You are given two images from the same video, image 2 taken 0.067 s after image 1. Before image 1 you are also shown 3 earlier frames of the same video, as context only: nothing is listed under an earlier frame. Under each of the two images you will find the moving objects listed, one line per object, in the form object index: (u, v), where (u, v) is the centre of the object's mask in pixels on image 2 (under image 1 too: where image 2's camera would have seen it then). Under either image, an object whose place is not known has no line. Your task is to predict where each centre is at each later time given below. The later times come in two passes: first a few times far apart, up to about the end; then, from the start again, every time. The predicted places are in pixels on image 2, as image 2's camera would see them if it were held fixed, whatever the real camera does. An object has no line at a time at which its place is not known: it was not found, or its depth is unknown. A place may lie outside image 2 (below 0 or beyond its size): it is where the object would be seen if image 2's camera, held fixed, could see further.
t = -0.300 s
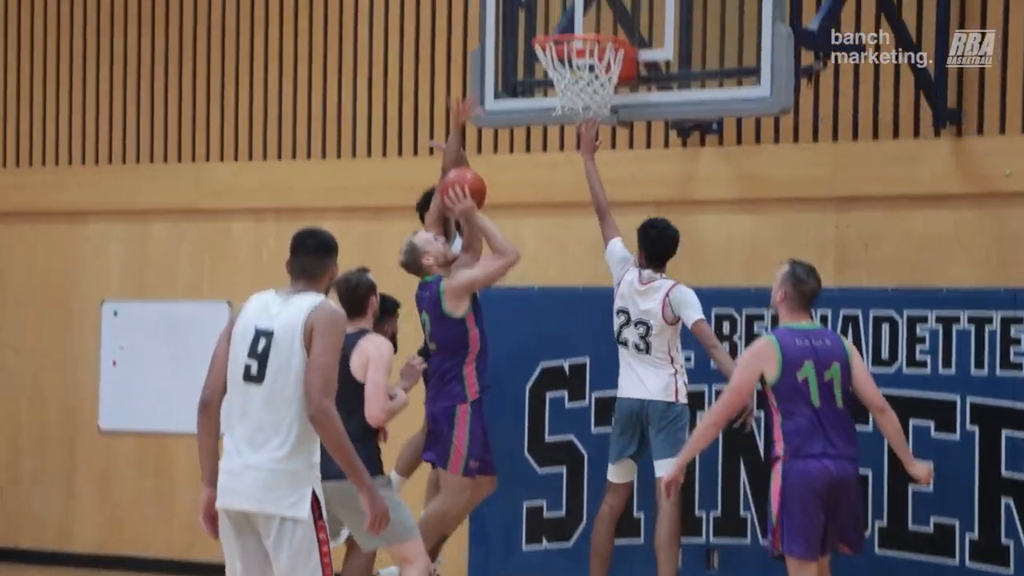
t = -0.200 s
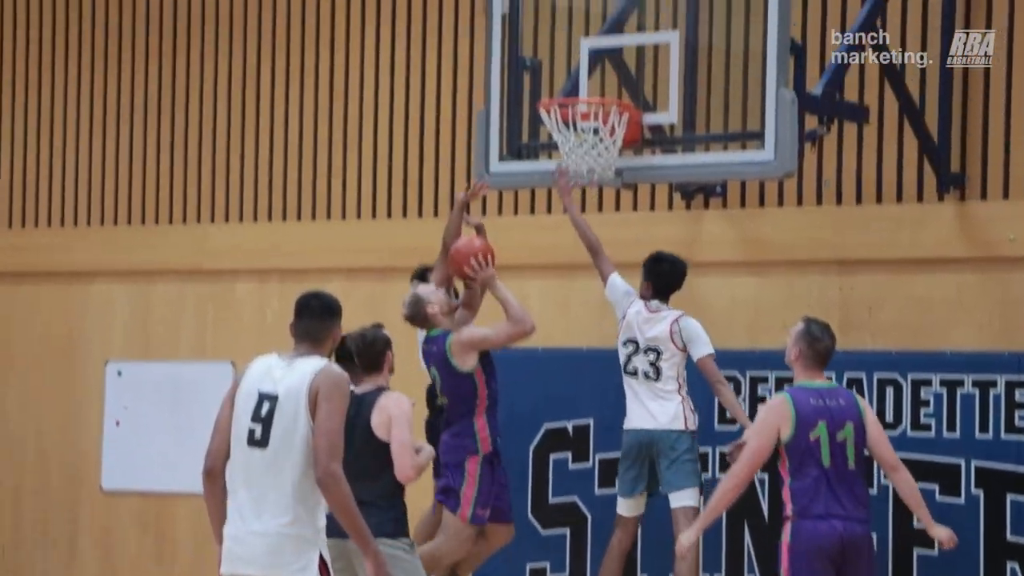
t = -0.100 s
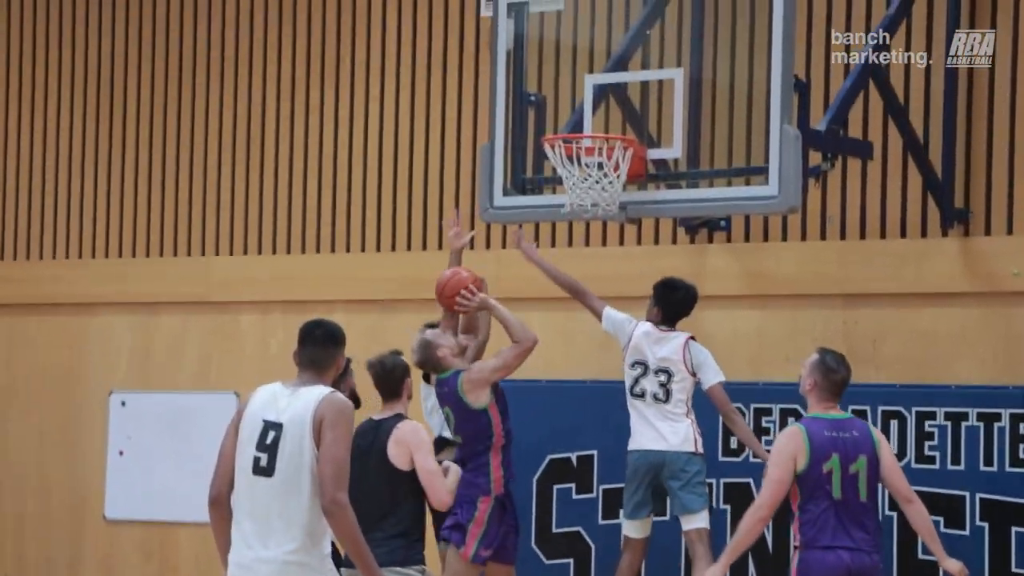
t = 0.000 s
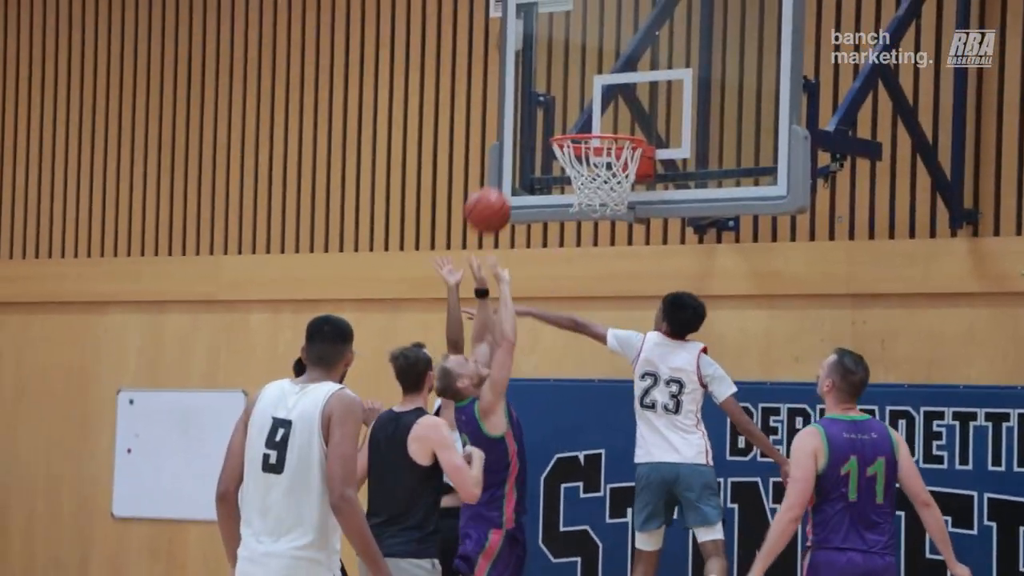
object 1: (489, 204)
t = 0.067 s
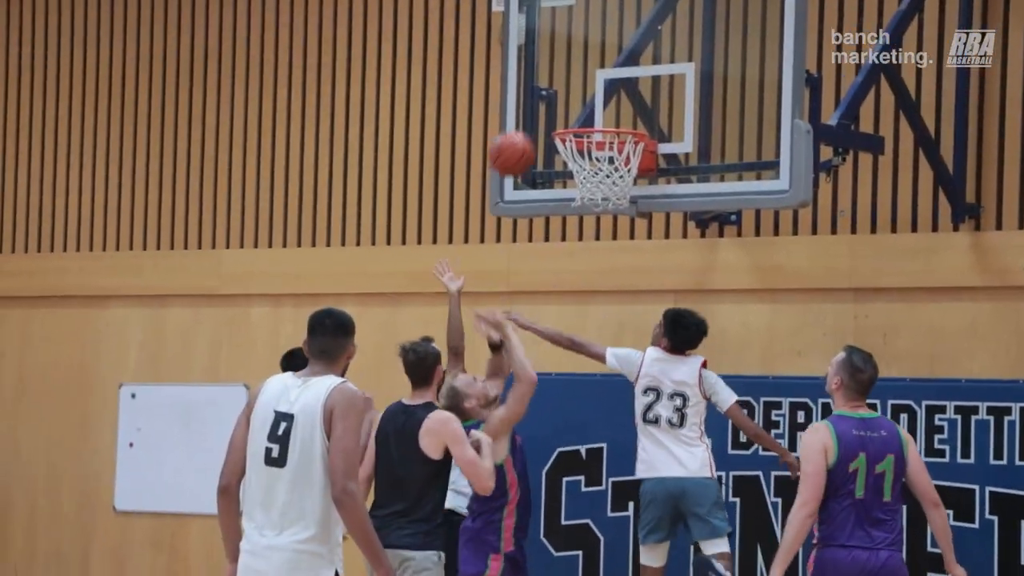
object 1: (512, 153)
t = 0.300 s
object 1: (586, 41)
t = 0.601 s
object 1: (584, 65)
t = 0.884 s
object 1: (626, 115)
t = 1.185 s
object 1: (582, 115)
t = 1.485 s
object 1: (616, 182)
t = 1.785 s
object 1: (593, 224)
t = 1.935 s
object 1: (576, 294)
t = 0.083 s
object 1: (517, 142)
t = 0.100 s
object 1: (523, 131)
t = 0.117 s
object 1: (528, 120)
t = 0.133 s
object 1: (534, 111)
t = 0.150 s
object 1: (539, 102)
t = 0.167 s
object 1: (544, 93)
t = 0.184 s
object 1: (550, 85)
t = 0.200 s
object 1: (555, 78)
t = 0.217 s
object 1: (561, 70)
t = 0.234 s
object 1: (566, 63)
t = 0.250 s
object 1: (570, 57)
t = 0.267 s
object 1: (576, 51)
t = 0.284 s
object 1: (581, 45)
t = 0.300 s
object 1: (586, 41)
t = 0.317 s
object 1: (591, 37)
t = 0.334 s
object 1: (597, 33)
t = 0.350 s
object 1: (602, 30)
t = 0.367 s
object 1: (604, 28)
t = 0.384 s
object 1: (603, 27)
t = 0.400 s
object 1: (602, 27)
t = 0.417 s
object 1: (601, 27)
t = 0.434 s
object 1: (599, 28)
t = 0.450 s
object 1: (598, 29)
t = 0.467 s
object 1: (597, 31)
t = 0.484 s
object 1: (595, 33)
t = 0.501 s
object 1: (594, 36)
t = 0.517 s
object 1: (592, 39)
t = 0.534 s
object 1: (591, 44)
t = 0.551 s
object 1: (589, 48)
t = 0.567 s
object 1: (587, 53)
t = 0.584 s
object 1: (585, 59)
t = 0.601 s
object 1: (584, 65)
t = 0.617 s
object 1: (582, 72)
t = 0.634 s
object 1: (580, 79)
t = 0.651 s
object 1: (579, 87)
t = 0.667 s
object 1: (576, 95)
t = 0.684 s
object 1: (574, 104)
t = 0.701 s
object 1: (572, 111)
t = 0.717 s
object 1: (575, 113)
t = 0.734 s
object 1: (579, 111)
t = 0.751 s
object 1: (585, 111)
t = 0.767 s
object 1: (590, 109)
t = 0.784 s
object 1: (595, 110)
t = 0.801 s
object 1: (600, 110)
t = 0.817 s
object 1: (605, 110)
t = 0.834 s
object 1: (610, 111)
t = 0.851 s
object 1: (615, 111)
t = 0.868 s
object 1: (620, 113)
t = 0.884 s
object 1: (626, 115)
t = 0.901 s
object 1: (628, 116)
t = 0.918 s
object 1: (627, 114)
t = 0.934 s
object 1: (624, 111)
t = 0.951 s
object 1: (621, 110)
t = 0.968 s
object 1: (618, 108)
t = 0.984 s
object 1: (616, 106)
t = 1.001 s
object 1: (613, 105)
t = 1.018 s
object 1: (611, 104)
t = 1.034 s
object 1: (608, 103)
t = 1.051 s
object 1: (605, 103)
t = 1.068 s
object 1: (602, 104)
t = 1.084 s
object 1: (600, 104)
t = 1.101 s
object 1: (597, 106)
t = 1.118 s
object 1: (594, 107)
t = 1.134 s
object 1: (591, 109)
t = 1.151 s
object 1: (588, 111)
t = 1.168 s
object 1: (585, 113)
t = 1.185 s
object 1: (582, 115)
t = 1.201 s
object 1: (579, 118)
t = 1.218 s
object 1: (578, 120)
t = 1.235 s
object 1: (581, 120)
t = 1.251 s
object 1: (586, 134)
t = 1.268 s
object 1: (588, 138)
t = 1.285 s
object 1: (590, 142)
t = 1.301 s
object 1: (592, 146)
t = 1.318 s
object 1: (594, 152)
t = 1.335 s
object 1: (596, 154)
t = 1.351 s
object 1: (601, 160)
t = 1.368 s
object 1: (603, 167)
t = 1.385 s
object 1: (607, 170)
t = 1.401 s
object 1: (609, 171)
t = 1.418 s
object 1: (610, 172)
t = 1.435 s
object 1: (613, 180)
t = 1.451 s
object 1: (615, 181)
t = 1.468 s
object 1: (616, 181)
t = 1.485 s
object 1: (616, 182)
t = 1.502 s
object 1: (617, 182)
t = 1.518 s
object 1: (614, 185)
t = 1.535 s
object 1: (614, 186)
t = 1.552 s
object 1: (615, 185)
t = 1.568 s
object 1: (612, 189)
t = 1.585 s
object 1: (613, 188)
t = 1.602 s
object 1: (610, 191)
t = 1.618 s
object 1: (610, 191)
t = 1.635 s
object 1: (608, 193)
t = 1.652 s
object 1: (607, 196)
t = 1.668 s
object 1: (605, 196)
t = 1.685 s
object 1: (604, 199)
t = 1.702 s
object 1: (602, 202)
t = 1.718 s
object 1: (599, 215)
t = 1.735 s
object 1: (597, 217)
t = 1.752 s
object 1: (596, 218)
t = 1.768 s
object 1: (595, 220)
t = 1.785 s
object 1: (593, 224)
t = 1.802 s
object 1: (591, 229)
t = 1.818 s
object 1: (589, 235)
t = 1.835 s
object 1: (587, 243)
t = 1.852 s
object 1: (585, 250)
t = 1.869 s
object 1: (583, 258)
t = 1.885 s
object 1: (582, 266)
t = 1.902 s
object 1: (580, 275)
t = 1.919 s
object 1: (578, 284)
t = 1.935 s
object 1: (576, 294)
